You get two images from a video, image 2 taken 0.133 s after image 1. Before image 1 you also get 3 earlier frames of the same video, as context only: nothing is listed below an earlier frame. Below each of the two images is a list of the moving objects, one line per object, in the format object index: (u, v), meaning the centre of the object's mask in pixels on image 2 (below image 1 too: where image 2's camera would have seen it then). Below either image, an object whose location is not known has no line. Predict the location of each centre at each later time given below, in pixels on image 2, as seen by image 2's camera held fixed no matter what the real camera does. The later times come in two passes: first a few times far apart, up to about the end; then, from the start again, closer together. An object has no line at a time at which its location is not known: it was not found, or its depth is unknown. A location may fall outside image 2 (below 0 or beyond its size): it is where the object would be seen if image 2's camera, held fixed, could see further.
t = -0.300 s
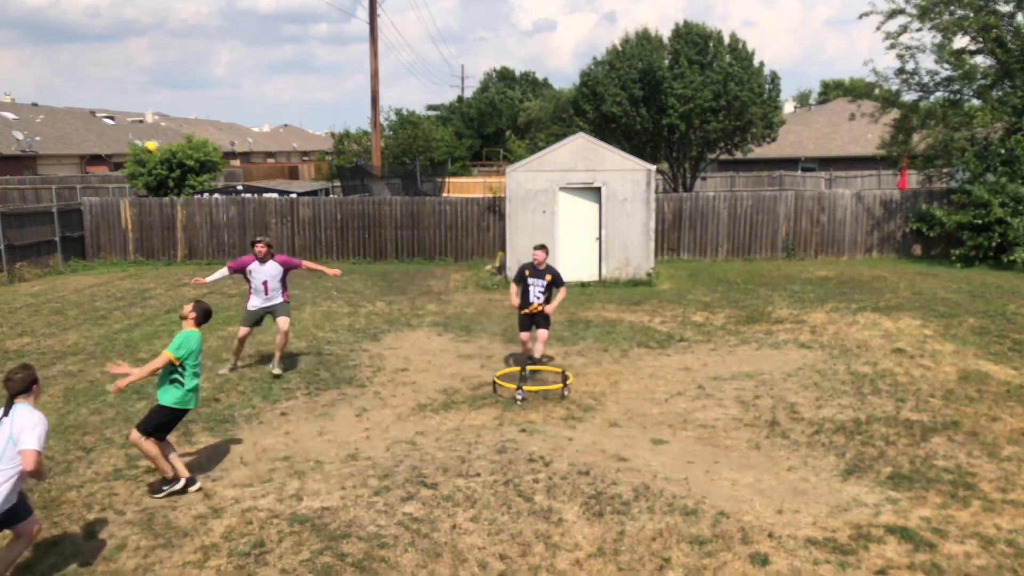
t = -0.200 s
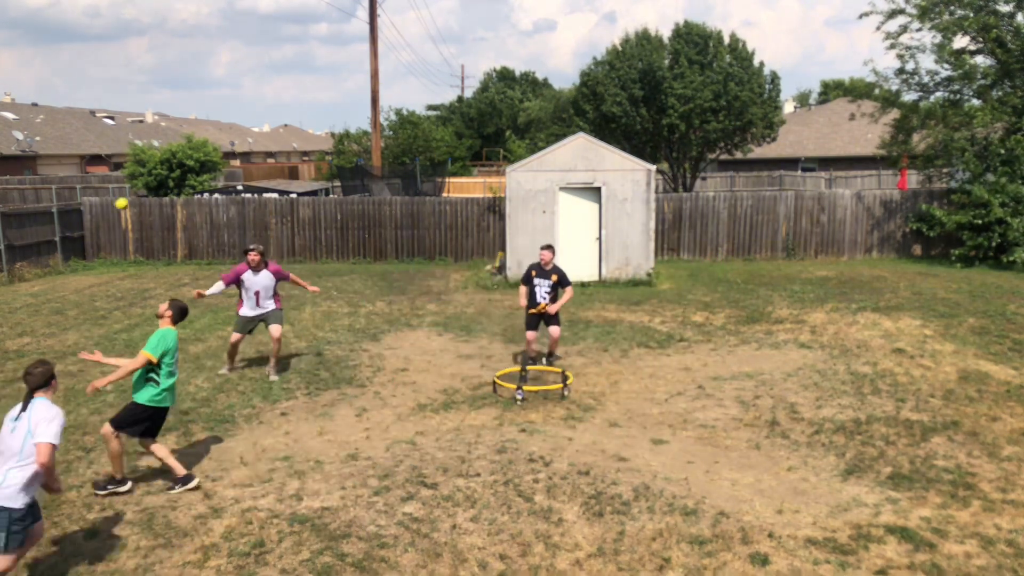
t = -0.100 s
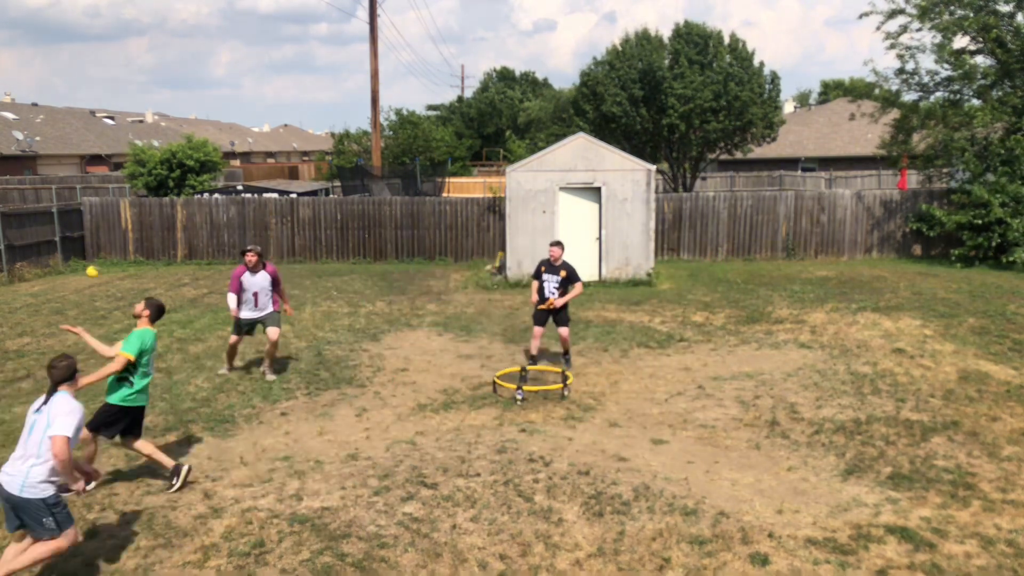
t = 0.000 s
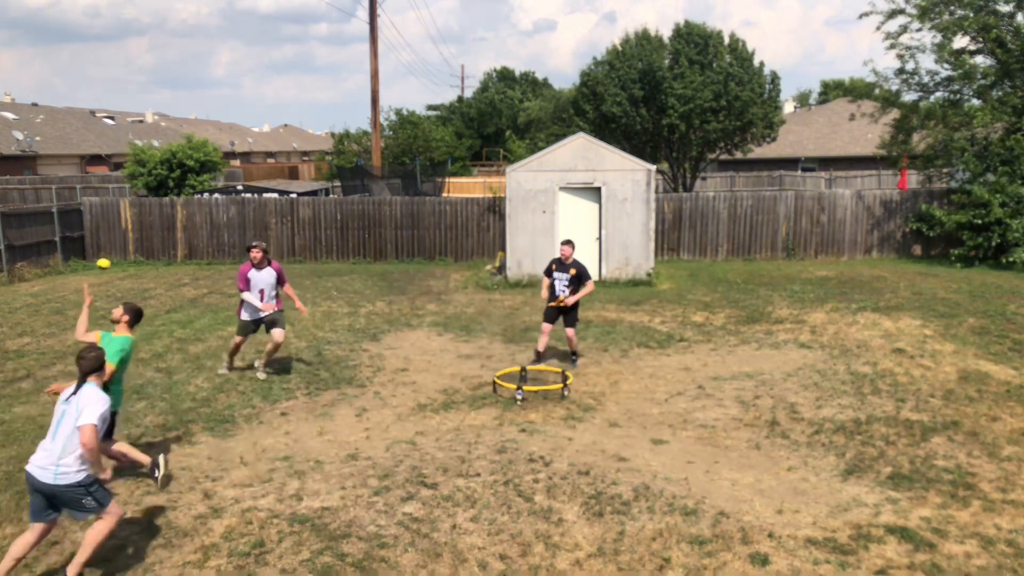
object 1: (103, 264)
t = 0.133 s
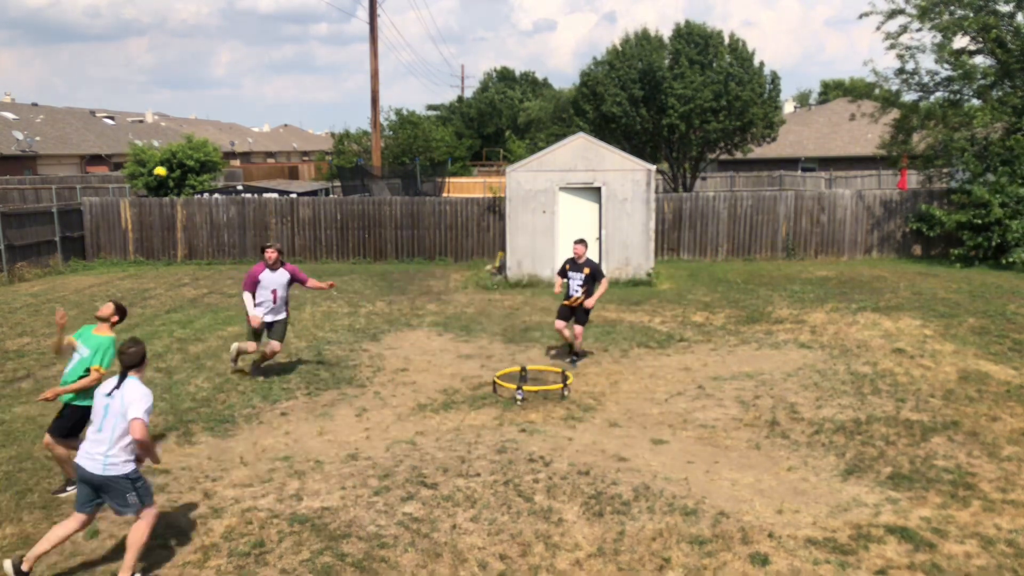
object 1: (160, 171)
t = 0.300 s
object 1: (229, 92)
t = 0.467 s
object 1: (294, 48)
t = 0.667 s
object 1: (368, 38)
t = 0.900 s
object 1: (446, 78)
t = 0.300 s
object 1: (229, 92)
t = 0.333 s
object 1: (242, 80)
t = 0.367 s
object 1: (255, 70)
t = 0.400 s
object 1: (268, 61)
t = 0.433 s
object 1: (282, 54)
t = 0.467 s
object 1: (294, 48)
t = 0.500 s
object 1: (307, 43)
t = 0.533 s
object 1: (319, 39)
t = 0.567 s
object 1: (332, 37)
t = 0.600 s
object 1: (344, 36)
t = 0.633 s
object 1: (356, 37)
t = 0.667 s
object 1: (368, 38)
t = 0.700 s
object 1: (379, 40)
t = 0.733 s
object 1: (391, 44)
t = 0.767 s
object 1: (402, 49)
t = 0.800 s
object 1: (414, 54)
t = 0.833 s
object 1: (425, 61)
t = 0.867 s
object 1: (435, 69)
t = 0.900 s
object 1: (446, 78)
